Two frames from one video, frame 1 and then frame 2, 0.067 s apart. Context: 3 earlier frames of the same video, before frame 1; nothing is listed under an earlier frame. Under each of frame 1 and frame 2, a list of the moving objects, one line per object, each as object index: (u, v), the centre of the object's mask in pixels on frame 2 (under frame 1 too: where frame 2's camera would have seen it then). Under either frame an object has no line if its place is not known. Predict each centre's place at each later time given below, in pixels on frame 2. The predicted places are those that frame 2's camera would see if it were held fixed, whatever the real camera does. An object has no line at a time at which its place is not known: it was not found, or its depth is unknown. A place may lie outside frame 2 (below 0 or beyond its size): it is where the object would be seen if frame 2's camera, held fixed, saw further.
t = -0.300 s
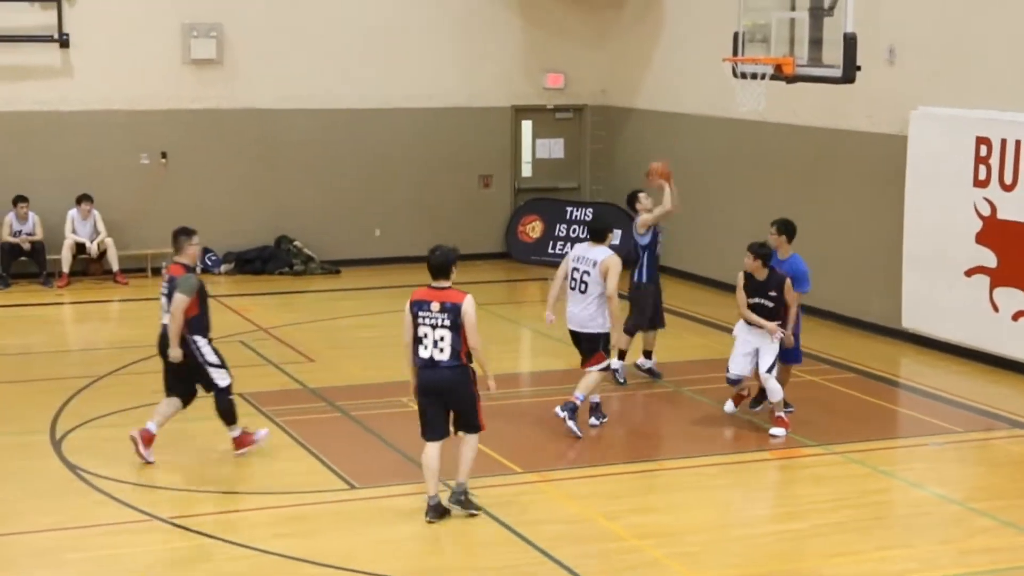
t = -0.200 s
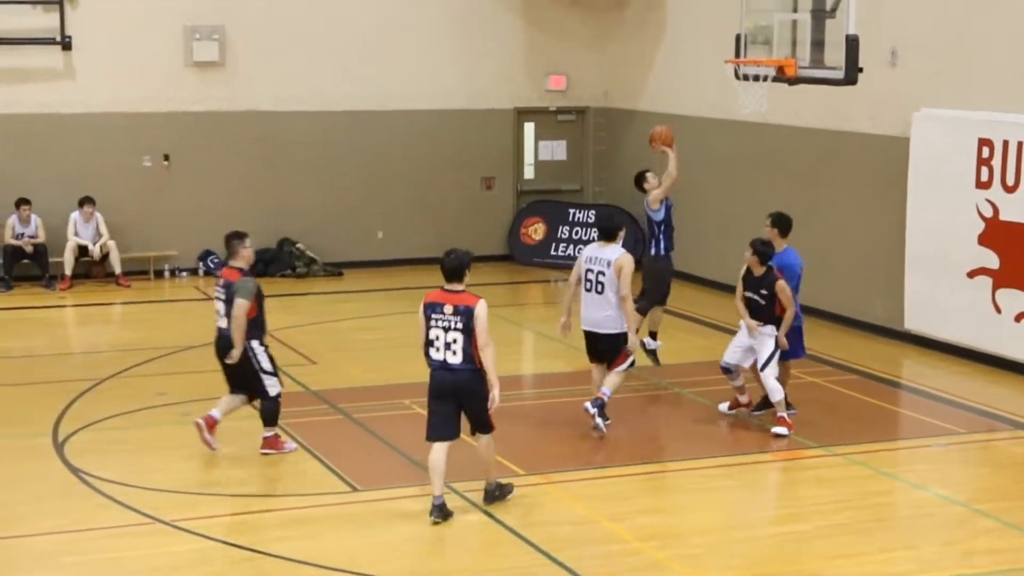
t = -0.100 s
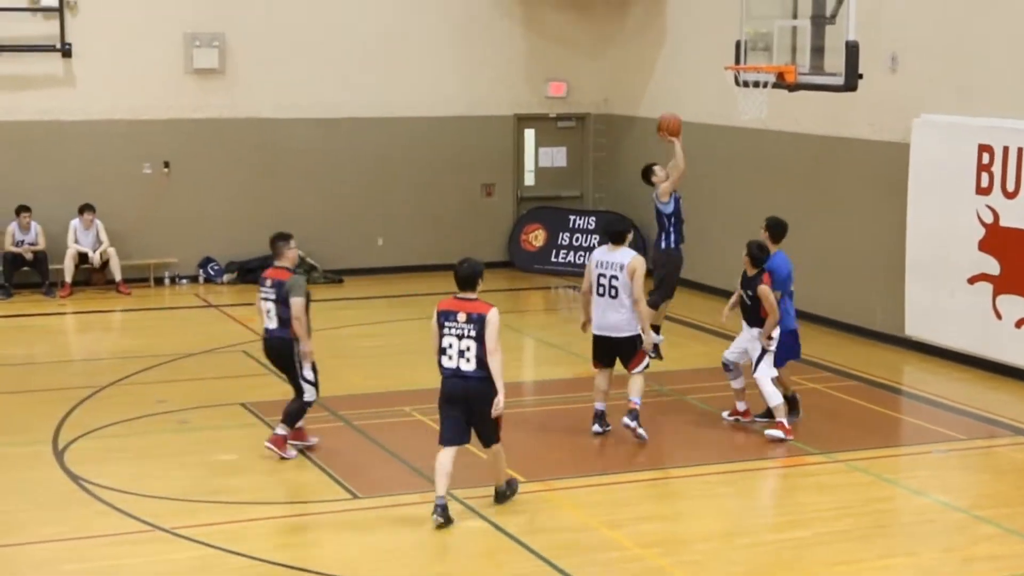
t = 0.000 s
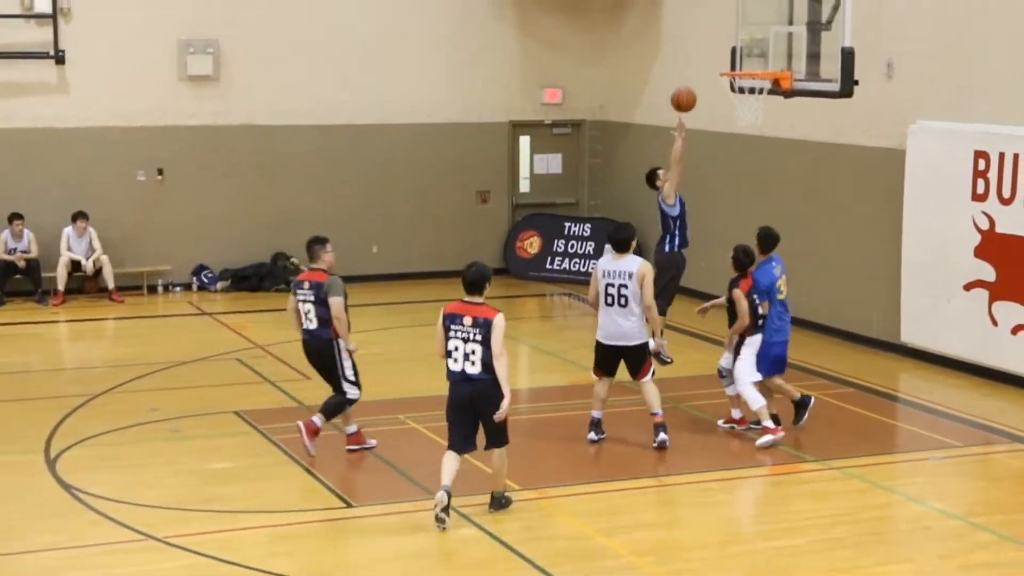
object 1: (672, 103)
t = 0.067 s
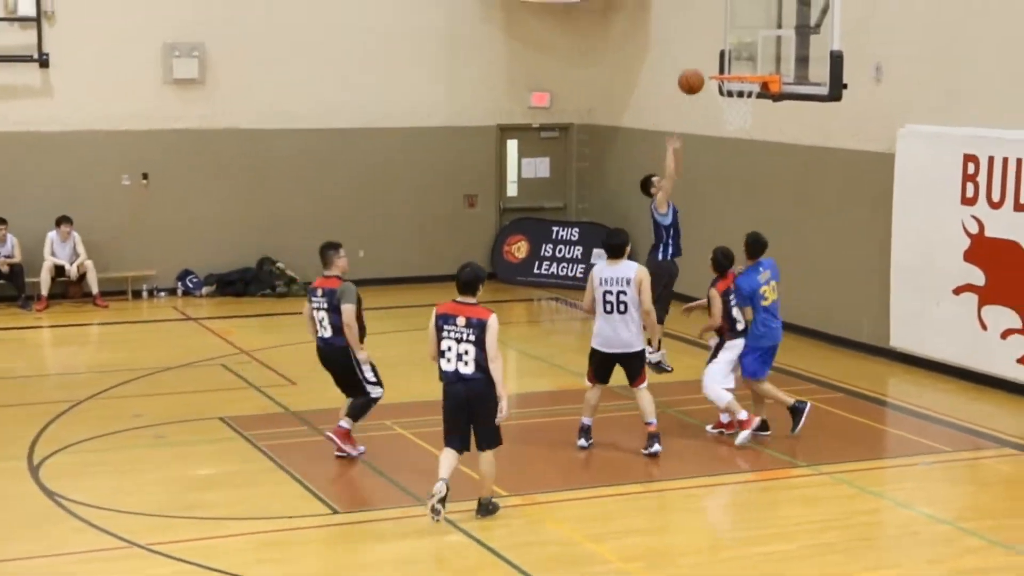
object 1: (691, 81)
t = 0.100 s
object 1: (700, 72)
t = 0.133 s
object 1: (710, 63)
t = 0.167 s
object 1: (720, 58)
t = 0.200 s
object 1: (729, 52)
